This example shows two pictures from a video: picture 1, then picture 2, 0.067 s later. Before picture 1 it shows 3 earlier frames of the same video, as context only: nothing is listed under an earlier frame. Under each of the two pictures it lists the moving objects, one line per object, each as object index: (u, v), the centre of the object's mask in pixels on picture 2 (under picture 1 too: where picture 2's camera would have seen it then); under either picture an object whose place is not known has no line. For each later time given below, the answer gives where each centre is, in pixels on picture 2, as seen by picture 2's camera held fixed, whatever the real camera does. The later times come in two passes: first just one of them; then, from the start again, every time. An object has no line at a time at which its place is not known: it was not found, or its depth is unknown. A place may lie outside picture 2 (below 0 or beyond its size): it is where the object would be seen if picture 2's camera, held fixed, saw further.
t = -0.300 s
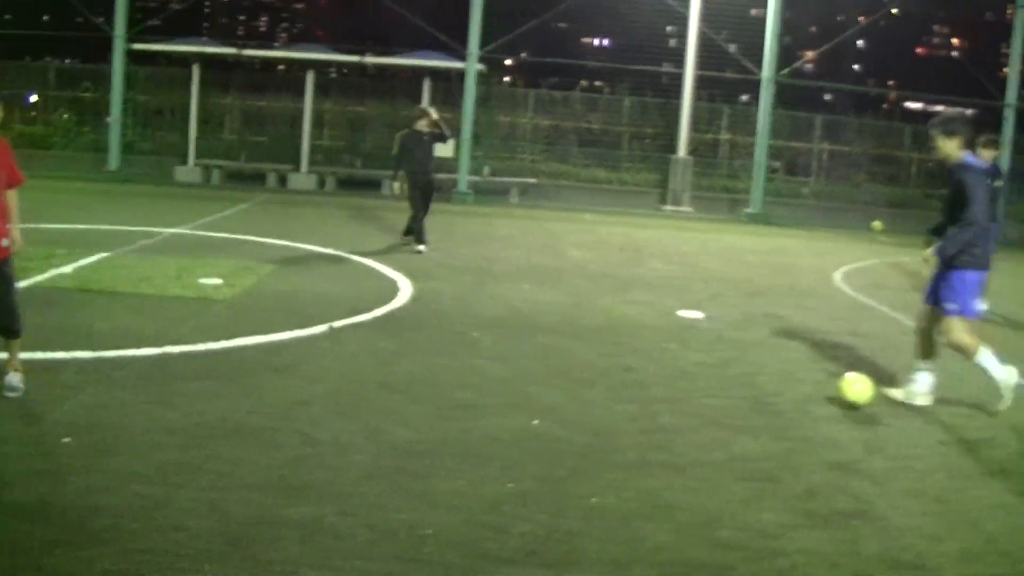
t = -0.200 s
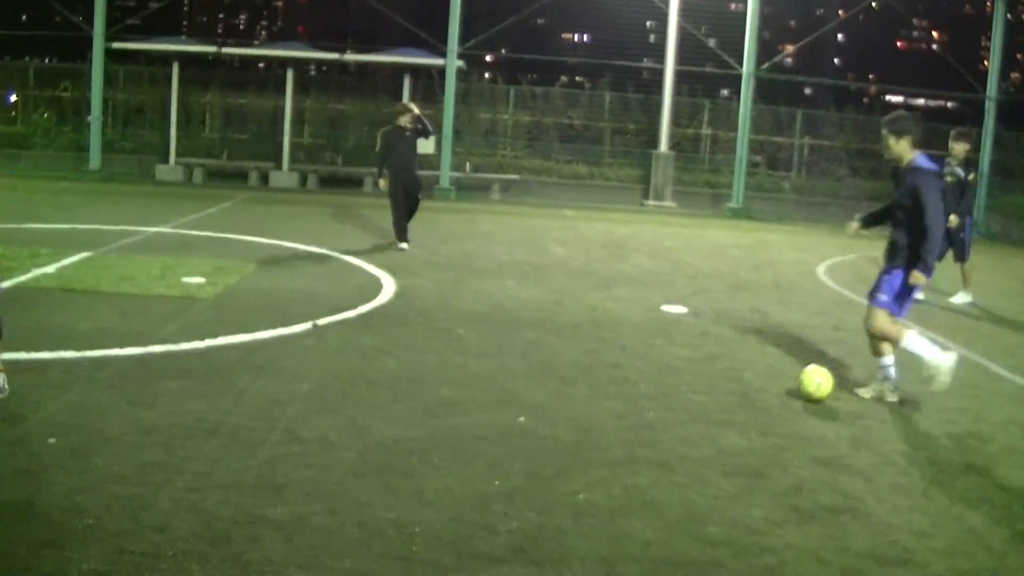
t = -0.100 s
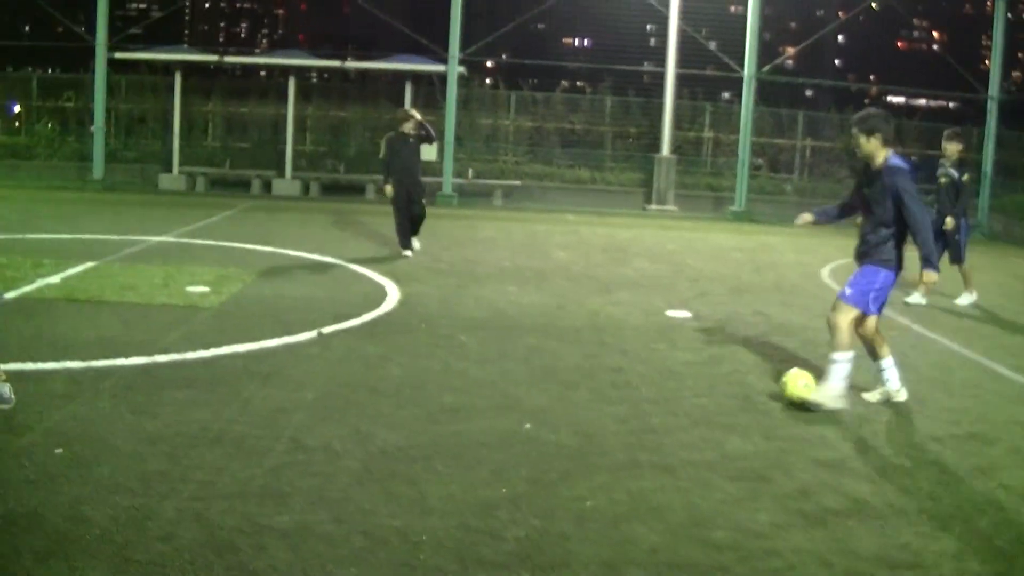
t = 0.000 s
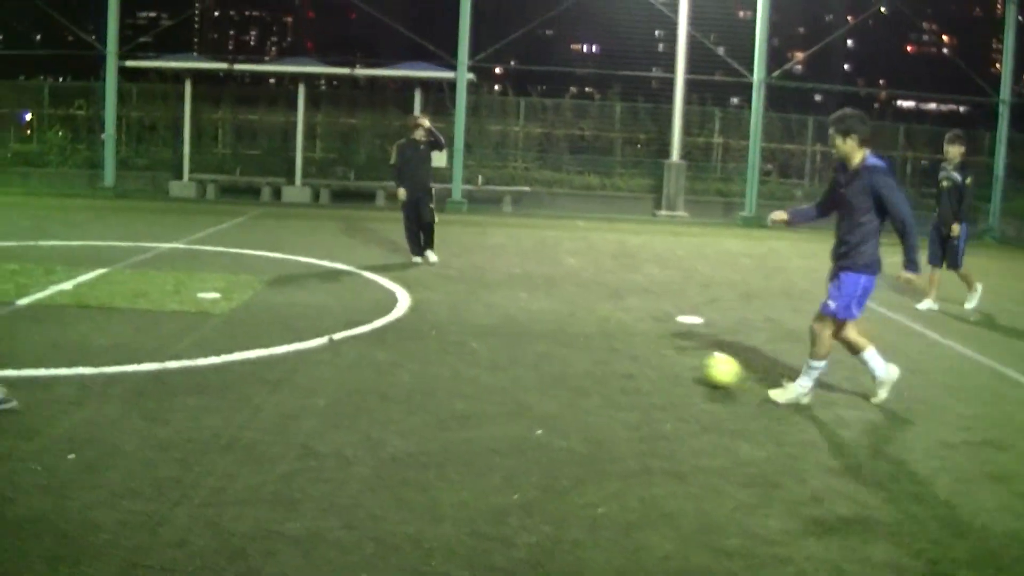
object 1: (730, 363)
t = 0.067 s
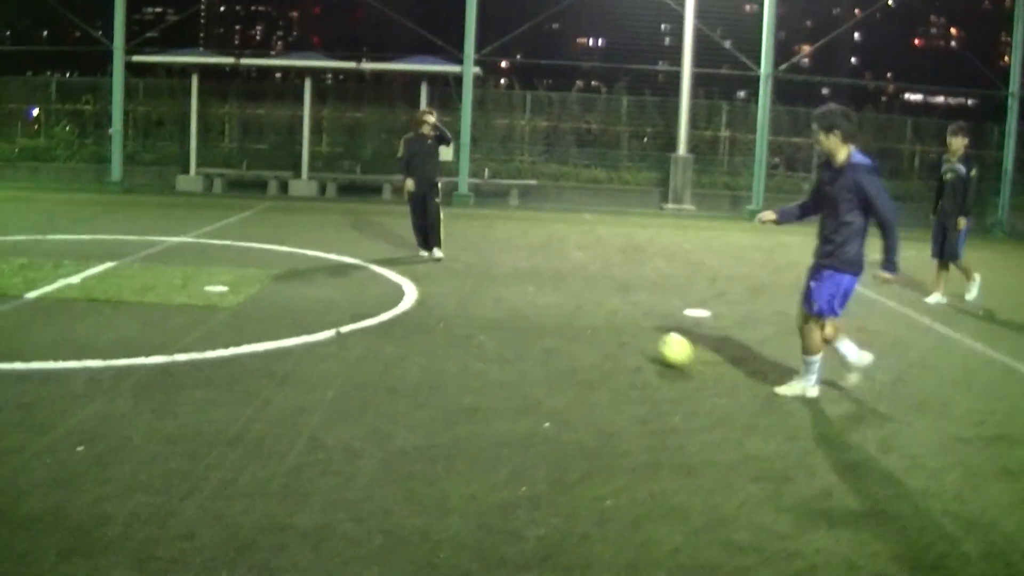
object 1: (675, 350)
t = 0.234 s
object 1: (571, 324)
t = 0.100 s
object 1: (652, 344)
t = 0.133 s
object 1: (629, 339)
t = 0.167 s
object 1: (608, 333)
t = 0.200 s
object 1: (589, 329)
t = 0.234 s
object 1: (571, 324)
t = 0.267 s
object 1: (554, 320)
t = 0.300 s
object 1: (539, 317)
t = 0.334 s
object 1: (524, 313)
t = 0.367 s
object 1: (510, 310)
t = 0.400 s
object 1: (498, 308)
